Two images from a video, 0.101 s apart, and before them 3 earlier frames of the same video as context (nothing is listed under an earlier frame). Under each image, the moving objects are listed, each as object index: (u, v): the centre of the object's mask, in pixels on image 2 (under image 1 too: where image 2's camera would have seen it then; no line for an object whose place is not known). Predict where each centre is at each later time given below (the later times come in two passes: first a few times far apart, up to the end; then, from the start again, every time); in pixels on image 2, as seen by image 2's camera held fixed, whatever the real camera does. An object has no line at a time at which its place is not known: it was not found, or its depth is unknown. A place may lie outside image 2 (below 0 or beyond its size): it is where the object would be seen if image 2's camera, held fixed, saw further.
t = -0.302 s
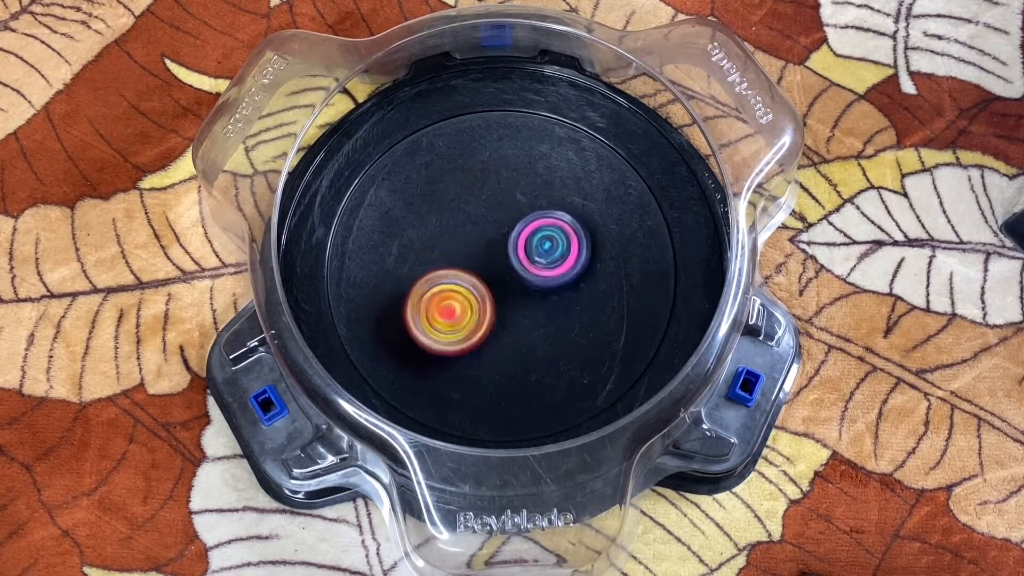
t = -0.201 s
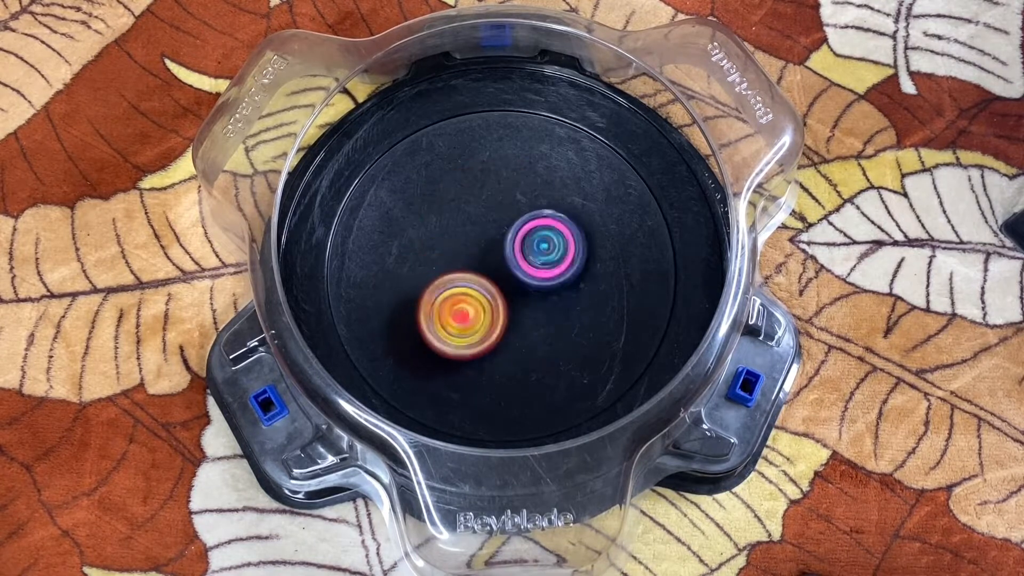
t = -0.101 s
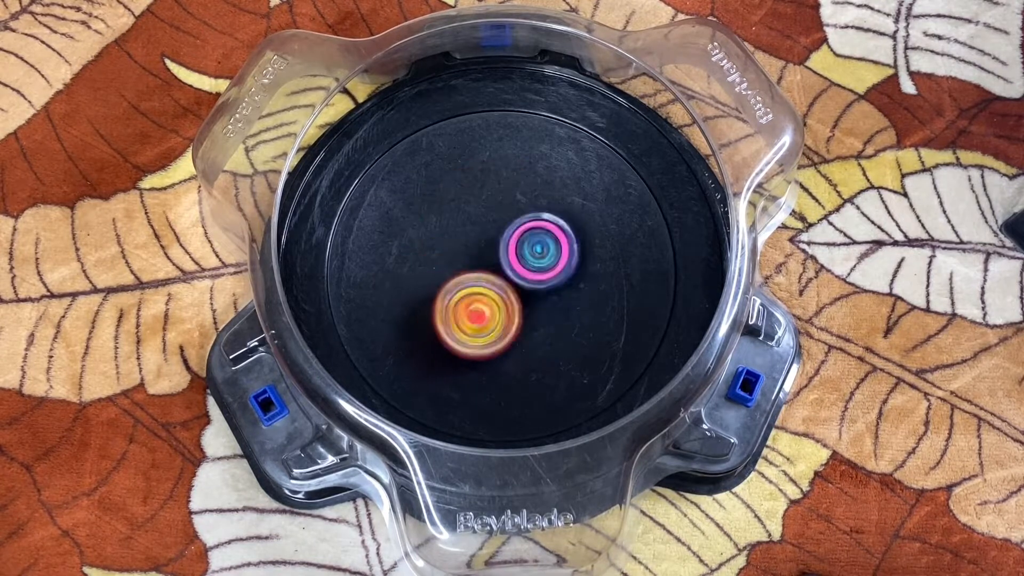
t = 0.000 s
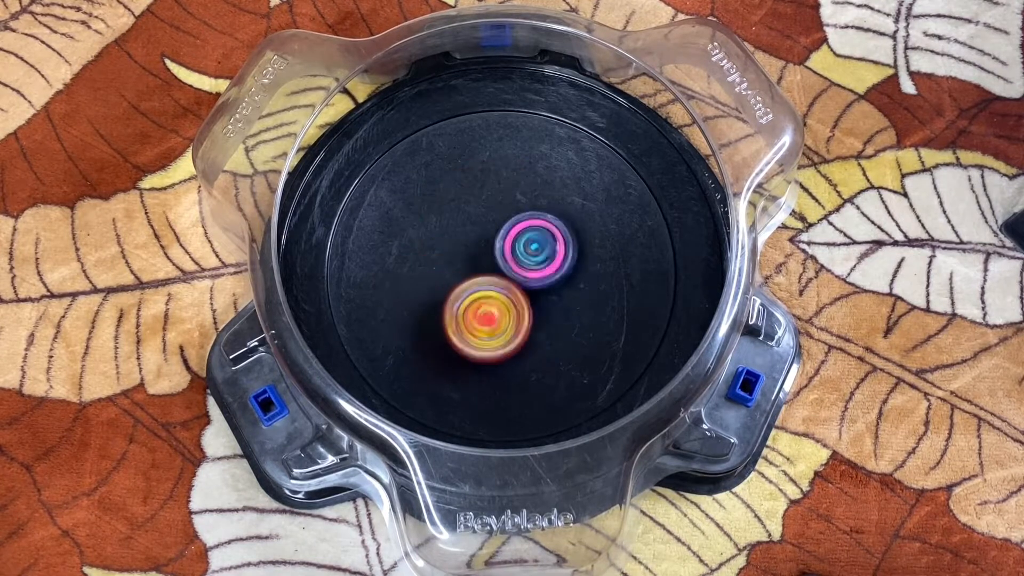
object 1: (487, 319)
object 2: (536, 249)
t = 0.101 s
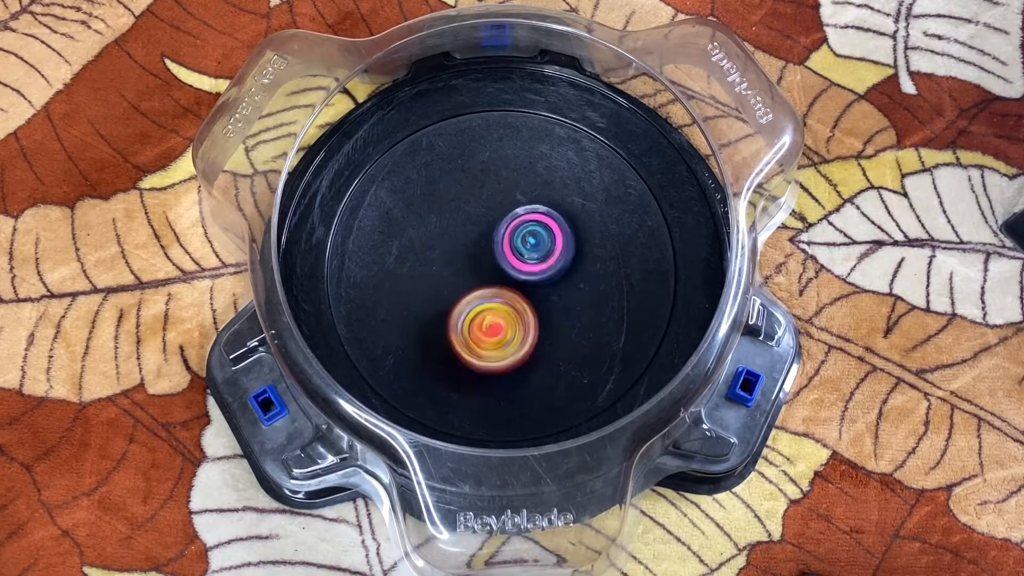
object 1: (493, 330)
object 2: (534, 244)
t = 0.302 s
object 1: (509, 338)
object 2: (529, 241)
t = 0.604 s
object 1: (531, 319)
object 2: (512, 240)
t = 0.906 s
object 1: (544, 313)
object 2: (488, 243)
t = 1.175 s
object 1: (542, 302)
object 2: (471, 253)
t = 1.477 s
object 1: (555, 296)
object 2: (459, 264)
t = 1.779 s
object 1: (555, 278)
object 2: (466, 274)
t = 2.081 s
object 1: (570, 255)
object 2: (477, 274)
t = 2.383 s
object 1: (572, 234)
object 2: (486, 267)
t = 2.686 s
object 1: (567, 231)
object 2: (482, 263)
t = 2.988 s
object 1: (566, 247)
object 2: (479, 270)
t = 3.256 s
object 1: (571, 264)
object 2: (480, 279)
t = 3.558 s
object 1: (577, 271)
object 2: (481, 279)
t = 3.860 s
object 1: (576, 266)
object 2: (474, 274)
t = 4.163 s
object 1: (568, 252)
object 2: (469, 267)
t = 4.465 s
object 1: (560, 244)
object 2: (468, 271)
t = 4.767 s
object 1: (563, 242)
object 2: (474, 274)
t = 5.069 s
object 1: (581, 243)
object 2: (473, 274)
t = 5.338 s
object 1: (564, 253)
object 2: (476, 273)
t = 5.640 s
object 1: (564, 257)
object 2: (468, 272)
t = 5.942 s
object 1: (560, 262)
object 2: (466, 269)
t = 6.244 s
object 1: (558, 263)
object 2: (466, 268)
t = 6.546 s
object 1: (564, 262)
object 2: (465, 266)
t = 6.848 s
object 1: (573, 263)
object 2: (462, 265)
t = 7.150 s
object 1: (555, 262)
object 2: (465, 265)
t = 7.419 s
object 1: (555, 257)
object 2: (464, 258)
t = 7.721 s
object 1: (561, 262)
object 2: (469, 257)
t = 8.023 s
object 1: (559, 270)
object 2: (464, 261)
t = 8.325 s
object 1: (555, 272)
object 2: (464, 256)
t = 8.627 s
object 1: (543, 271)
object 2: (460, 248)
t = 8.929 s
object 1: (550, 280)
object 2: (464, 244)
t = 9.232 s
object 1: (549, 290)
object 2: (470, 251)
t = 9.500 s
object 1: (543, 295)
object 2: (462, 250)
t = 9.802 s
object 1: (541, 288)
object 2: (470, 242)
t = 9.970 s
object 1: (546, 294)
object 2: (481, 240)
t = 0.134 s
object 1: (495, 333)
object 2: (535, 243)
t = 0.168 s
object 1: (498, 335)
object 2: (534, 242)
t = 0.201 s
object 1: (501, 337)
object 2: (533, 241)
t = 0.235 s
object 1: (504, 337)
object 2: (532, 240)
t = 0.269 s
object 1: (506, 338)
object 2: (530, 240)
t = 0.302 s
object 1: (509, 338)
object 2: (529, 241)
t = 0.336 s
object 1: (513, 336)
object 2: (527, 241)
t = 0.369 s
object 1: (516, 334)
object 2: (526, 242)
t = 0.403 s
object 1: (519, 332)
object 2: (524, 243)
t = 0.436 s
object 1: (522, 328)
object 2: (522, 243)
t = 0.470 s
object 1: (524, 325)
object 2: (520, 244)
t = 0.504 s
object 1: (526, 325)
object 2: (518, 241)
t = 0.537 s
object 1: (527, 324)
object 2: (515, 240)
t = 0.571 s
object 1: (531, 320)
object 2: (513, 242)
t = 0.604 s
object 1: (531, 319)
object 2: (512, 240)
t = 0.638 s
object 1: (532, 319)
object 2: (508, 239)
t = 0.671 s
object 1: (534, 316)
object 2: (506, 240)
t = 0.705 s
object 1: (535, 316)
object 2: (504, 240)
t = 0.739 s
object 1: (537, 315)
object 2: (500, 239)
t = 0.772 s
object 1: (538, 316)
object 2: (497, 238)
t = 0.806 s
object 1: (541, 316)
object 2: (495, 240)
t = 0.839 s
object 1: (542, 315)
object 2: (493, 240)
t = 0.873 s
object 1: (543, 315)
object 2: (490, 241)
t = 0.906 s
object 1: (544, 313)
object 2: (488, 243)
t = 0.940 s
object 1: (544, 312)
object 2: (486, 244)
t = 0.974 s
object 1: (544, 310)
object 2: (484, 245)
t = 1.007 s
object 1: (543, 309)
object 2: (483, 247)
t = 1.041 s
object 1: (543, 307)
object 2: (481, 249)
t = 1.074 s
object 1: (542, 305)
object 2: (479, 250)
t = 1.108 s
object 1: (541, 304)
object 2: (475, 251)
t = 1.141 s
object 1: (542, 304)
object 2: (473, 252)
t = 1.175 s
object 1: (542, 302)
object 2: (471, 253)
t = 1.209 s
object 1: (543, 302)
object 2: (471, 255)
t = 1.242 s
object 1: (543, 300)
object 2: (470, 256)
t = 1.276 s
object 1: (544, 300)
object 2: (468, 258)
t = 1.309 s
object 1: (544, 299)
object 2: (468, 260)
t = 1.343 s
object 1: (548, 300)
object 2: (465, 261)
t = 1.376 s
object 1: (550, 301)
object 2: (461, 262)
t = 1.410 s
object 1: (552, 298)
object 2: (461, 263)
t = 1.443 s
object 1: (554, 298)
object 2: (460, 263)
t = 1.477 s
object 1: (555, 296)
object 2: (459, 264)
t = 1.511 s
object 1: (556, 295)
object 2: (459, 266)
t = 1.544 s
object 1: (556, 293)
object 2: (459, 266)
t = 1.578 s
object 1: (556, 292)
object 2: (459, 268)
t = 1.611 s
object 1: (556, 290)
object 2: (461, 269)
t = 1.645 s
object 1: (554, 287)
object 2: (461, 270)
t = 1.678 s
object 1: (553, 285)
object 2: (463, 271)
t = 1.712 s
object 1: (552, 282)
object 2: (464, 272)
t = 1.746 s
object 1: (553, 281)
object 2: (464, 273)
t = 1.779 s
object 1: (555, 278)
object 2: (466, 274)
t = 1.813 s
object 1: (558, 277)
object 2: (466, 274)
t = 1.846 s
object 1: (560, 274)
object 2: (467, 276)
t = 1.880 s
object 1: (562, 271)
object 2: (469, 276)
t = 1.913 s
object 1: (565, 269)
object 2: (470, 275)
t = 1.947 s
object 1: (565, 266)
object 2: (472, 276)
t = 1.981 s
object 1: (567, 264)
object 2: (474, 275)
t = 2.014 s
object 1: (567, 260)
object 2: (476, 275)
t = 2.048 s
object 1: (566, 258)
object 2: (478, 275)
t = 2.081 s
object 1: (570, 255)
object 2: (477, 274)
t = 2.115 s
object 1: (573, 251)
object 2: (478, 274)
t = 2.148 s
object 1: (575, 249)
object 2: (481, 272)
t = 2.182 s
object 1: (574, 245)
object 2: (481, 271)
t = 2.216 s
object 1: (574, 243)
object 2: (483, 270)
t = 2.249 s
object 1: (574, 240)
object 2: (484, 269)
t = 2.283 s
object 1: (573, 238)
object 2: (485, 268)
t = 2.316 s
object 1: (571, 236)
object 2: (487, 267)
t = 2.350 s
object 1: (573, 235)
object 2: (486, 266)
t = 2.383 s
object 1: (572, 234)
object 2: (486, 267)
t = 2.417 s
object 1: (573, 231)
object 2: (485, 265)
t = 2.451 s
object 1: (574, 231)
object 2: (484, 265)
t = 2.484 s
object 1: (574, 228)
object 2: (485, 264)
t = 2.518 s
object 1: (574, 228)
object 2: (484, 263)
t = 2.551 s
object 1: (572, 227)
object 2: (483, 263)
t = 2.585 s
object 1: (572, 227)
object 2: (484, 263)
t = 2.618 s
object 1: (569, 228)
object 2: (483, 262)
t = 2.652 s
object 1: (567, 229)
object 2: (483, 263)
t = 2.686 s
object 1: (567, 231)
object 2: (482, 263)
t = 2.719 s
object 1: (567, 233)
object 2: (481, 264)
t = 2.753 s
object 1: (566, 234)
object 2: (482, 264)
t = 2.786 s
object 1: (566, 236)
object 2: (480, 263)
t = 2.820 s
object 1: (566, 238)
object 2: (479, 265)
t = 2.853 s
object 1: (566, 239)
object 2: (479, 267)
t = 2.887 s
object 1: (567, 240)
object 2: (480, 266)
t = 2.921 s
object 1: (567, 242)
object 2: (478, 267)
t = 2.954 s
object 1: (565, 244)
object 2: (478, 269)
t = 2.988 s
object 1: (566, 247)
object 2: (479, 270)
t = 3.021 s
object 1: (566, 250)
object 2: (478, 271)
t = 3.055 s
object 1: (567, 253)
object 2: (478, 273)
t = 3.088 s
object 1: (568, 254)
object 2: (479, 272)
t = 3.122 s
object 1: (568, 256)
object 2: (478, 273)
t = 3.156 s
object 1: (568, 258)
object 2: (478, 275)
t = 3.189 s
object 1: (570, 261)
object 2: (479, 276)
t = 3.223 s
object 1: (571, 263)
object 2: (478, 277)
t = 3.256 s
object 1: (571, 264)
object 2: (480, 279)
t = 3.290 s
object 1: (573, 264)
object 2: (481, 278)
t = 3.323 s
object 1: (572, 267)
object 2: (481, 279)
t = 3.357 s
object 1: (573, 267)
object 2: (481, 280)
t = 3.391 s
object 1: (577, 269)
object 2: (479, 281)
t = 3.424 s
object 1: (579, 269)
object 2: (480, 281)
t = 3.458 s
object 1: (580, 270)
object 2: (480, 280)
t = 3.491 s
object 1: (579, 270)
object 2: (479, 280)
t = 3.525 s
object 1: (579, 271)
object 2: (480, 281)
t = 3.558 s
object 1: (577, 271)
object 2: (481, 279)
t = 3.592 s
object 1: (575, 272)
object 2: (480, 279)
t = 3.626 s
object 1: (572, 271)
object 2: (481, 279)
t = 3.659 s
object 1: (573, 272)
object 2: (481, 279)
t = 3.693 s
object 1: (574, 271)
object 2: (481, 278)
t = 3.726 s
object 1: (572, 270)
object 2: (481, 277)
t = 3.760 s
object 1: (572, 269)
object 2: (480, 276)
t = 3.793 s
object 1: (571, 268)
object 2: (481, 276)
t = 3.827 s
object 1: (572, 267)
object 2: (478, 274)
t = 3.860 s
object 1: (576, 266)
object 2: (474, 274)
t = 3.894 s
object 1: (579, 264)
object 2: (473, 273)
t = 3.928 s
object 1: (580, 263)
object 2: (472, 272)
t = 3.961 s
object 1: (579, 261)
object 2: (470, 270)
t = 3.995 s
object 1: (580, 259)
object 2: (469, 271)
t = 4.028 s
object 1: (578, 258)
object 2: (470, 269)
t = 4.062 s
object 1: (577, 256)
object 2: (468, 269)
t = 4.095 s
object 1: (575, 255)
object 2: (469, 269)
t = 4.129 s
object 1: (571, 253)
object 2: (469, 268)
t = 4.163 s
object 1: (568, 252)
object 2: (469, 267)
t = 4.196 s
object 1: (565, 251)
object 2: (469, 267)
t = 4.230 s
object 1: (560, 251)
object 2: (471, 267)
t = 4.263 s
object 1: (558, 250)
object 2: (470, 267)
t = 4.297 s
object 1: (557, 251)
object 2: (470, 268)
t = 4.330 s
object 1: (558, 250)
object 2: (470, 269)
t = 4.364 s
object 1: (557, 249)
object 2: (470, 269)
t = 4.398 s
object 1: (559, 246)
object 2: (469, 268)
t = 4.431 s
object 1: (562, 246)
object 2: (467, 270)
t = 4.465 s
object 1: (560, 244)
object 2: (468, 271)
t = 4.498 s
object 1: (561, 241)
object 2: (469, 269)
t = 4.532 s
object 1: (562, 242)
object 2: (468, 270)
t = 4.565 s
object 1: (560, 241)
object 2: (470, 271)
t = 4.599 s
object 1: (561, 240)
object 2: (471, 272)
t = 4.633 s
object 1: (559, 241)
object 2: (473, 271)
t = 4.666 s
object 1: (558, 240)
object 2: (473, 271)
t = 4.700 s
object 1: (559, 241)
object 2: (473, 272)
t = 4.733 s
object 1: (563, 243)
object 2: (472, 273)
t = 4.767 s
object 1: (563, 242)
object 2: (474, 274)
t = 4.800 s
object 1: (564, 241)
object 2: (475, 273)
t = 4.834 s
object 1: (566, 241)
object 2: (474, 273)
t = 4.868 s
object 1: (565, 242)
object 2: (477, 274)
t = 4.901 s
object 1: (564, 241)
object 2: (479, 272)
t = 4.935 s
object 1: (565, 243)
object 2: (479, 273)
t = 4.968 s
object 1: (573, 245)
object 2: (473, 275)
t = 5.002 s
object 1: (575, 245)
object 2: (472, 276)
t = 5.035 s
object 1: (577, 243)
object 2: (473, 276)
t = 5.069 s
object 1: (581, 243)
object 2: (473, 274)
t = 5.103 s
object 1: (581, 244)
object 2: (471, 275)
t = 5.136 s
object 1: (579, 244)
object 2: (473, 276)
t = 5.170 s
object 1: (579, 246)
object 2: (473, 275)
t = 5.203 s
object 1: (577, 247)
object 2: (474, 274)
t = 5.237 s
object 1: (575, 248)
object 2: (474, 274)
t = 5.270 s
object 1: (572, 249)
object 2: (476, 274)
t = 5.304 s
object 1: (568, 251)
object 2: (476, 273)
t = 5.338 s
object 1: (564, 253)
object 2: (476, 273)
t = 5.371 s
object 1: (566, 255)
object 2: (474, 274)
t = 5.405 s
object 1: (563, 257)
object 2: (474, 274)
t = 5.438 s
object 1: (565, 257)
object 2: (471, 274)
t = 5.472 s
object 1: (567, 258)
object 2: (470, 274)
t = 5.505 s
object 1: (565, 259)
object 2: (470, 274)
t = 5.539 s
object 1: (566, 256)
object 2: (470, 272)
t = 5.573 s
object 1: (569, 257)
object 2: (468, 272)
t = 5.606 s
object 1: (566, 258)
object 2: (467, 272)
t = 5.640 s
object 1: (564, 257)
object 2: (468, 272)
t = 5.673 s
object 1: (563, 257)
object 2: (469, 271)
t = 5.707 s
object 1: (559, 258)
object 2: (468, 270)
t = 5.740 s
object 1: (557, 257)
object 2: (468, 270)
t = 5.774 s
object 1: (557, 258)
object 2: (468, 270)
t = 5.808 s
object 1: (556, 260)
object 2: (468, 271)
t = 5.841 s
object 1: (559, 264)
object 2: (465, 271)
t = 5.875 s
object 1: (557, 263)
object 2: (466, 272)
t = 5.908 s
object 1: (559, 261)
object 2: (467, 270)
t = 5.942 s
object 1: (560, 262)
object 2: (466, 269)
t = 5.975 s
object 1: (559, 262)
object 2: (464, 270)
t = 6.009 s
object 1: (558, 261)
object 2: (465, 271)
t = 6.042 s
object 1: (558, 262)
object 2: (467, 269)
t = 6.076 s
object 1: (557, 263)
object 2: (466, 268)
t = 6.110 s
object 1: (555, 262)
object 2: (465, 268)
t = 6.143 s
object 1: (555, 263)
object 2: (465, 269)
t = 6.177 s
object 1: (560, 265)
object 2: (464, 269)
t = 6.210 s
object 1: (559, 266)
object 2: (465, 269)
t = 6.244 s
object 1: (558, 263)
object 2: (466, 268)
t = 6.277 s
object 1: (561, 261)
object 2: (465, 267)
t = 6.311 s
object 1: (563, 263)
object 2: (465, 267)
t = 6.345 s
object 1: (560, 263)
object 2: (466, 268)
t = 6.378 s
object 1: (557, 261)
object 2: (467, 268)
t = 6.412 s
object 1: (558, 260)
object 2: (468, 266)
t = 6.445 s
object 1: (559, 261)
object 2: (468, 266)
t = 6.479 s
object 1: (561, 265)
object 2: (466, 265)
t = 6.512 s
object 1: (558, 265)
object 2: (467, 266)
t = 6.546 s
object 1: (564, 262)
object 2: (465, 266)
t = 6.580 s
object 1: (572, 263)
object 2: (461, 267)
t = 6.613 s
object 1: (572, 265)
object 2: (461, 267)
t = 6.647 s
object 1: (573, 262)
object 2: (462, 267)
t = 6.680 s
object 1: (576, 261)
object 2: (460, 265)
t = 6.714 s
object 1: (579, 262)
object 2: (458, 266)
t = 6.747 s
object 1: (577, 263)
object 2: (458, 267)
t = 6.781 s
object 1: (574, 262)
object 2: (459, 267)
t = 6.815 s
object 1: (575, 262)
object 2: (461, 267)
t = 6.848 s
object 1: (573, 263)
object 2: (462, 265)
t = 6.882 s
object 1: (569, 263)
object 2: (462, 266)
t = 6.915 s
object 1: (566, 263)
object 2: (463, 266)
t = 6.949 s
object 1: (562, 263)
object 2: (465, 266)
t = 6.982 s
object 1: (557, 262)
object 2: (468, 265)
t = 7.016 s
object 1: (557, 262)
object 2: (466, 263)
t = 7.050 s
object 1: (554, 263)
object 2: (465, 264)
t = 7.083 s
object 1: (554, 264)
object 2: (464, 267)
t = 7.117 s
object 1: (554, 263)
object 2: (465, 267)
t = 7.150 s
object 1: (555, 262)
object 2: (465, 265)
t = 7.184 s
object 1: (557, 261)
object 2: (465, 263)
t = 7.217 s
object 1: (559, 260)
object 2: (463, 261)
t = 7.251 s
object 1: (559, 260)
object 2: (462, 262)
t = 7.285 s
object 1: (558, 259)
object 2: (463, 263)
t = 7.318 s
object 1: (558, 257)
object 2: (465, 260)
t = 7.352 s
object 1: (560, 257)
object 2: (464, 258)
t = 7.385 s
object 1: (559, 258)
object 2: (464, 258)
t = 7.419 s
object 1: (555, 257)
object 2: (464, 258)
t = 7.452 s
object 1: (556, 255)
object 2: (465, 259)
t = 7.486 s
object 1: (556, 256)
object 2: (467, 258)
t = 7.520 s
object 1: (556, 258)
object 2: (468, 256)
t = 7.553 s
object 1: (557, 260)
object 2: (466, 257)
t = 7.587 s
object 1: (555, 261)
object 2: (465, 258)
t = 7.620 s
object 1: (558, 262)
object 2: (465, 261)
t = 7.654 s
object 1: (560, 262)
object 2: (468, 262)
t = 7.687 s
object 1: (561, 263)
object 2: (470, 260)
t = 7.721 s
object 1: (561, 262)
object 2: (469, 257)
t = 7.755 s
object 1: (561, 263)
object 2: (467, 256)
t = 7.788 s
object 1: (561, 263)
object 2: (465, 258)
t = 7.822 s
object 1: (560, 264)
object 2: (468, 261)
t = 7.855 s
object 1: (557, 264)
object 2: (471, 259)
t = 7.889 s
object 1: (560, 264)
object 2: (471, 257)
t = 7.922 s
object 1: (560, 268)
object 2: (470, 255)
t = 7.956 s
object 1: (557, 269)
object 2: (468, 255)
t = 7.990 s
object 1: (558, 269)
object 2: (463, 259)
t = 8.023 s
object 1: (559, 270)
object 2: (464, 261)
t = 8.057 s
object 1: (558, 269)
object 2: (469, 261)
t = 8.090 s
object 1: (557, 268)
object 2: (472, 257)
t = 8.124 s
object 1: (558, 268)
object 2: (471, 254)
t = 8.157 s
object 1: (557, 269)
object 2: (469, 253)
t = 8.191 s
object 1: (555, 269)
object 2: (468, 254)
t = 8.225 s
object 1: (560, 272)
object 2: (461, 255)
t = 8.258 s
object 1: (560, 277)
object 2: (460, 258)
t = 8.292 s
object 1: (556, 276)
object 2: (462, 258)
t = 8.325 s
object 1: (555, 272)
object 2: (464, 256)
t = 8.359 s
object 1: (558, 272)
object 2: (465, 253)
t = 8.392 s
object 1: (559, 273)
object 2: (464, 251)
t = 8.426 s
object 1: (552, 273)
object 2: (462, 249)
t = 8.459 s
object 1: (550, 271)
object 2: (463, 250)
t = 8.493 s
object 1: (550, 270)
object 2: (463, 250)
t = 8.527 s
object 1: (550, 270)
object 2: (464, 250)
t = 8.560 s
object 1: (547, 272)
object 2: (464, 249)
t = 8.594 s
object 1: (545, 272)
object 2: (461, 248)
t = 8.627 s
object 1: (543, 271)
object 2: (460, 248)
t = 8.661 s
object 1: (549, 274)
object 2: (457, 248)
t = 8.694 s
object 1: (551, 278)
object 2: (457, 244)
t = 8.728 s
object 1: (549, 279)
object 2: (457, 241)
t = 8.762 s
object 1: (550, 277)
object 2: (455, 240)
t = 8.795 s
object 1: (553, 274)
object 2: (455, 240)
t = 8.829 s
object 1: (558, 275)
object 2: (457, 241)
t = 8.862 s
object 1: (559, 279)
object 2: (461, 241)
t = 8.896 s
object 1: (554, 281)
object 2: (463, 241)
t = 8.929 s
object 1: (550, 280)
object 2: (464, 244)
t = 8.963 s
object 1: (550, 277)
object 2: (466, 245)
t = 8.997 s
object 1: (552, 276)
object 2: (469, 247)
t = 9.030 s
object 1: (552, 279)
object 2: (471, 245)
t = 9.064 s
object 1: (552, 283)
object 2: (472, 247)
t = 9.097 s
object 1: (547, 285)
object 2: (471, 250)
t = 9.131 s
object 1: (549, 290)
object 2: (468, 252)
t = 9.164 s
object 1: (547, 293)
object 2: (466, 252)
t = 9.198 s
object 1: (546, 292)
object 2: (468, 252)
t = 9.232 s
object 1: (549, 290)
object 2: (470, 251)
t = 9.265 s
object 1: (552, 292)
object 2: (473, 249)
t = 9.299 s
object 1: (552, 295)
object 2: (477, 249)
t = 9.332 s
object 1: (549, 297)
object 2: (478, 249)
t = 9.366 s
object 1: (544, 297)
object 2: (473, 251)
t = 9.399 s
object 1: (542, 295)
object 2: (469, 254)
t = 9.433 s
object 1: (543, 295)
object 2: (465, 255)
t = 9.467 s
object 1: (544, 295)
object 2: (460, 254)
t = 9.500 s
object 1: (543, 295)
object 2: (462, 250)
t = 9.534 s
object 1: (539, 295)
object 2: (463, 249)
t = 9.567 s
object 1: (536, 292)
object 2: (466, 248)
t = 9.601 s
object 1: (533, 288)
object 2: (468, 247)
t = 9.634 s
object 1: (533, 284)
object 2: (469, 244)
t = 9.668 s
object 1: (541, 285)
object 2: (470, 244)
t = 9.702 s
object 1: (544, 287)
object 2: (468, 245)
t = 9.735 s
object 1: (544, 287)
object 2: (468, 244)
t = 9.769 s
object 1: (541, 287)
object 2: (469, 243)
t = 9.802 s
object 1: (541, 288)
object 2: (470, 242)
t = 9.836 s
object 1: (541, 290)
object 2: (472, 242)
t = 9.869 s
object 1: (543, 291)
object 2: (470, 241)
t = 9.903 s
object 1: (544, 292)
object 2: (471, 239)
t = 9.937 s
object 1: (546, 293)
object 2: (475, 241)
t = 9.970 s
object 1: (546, 294)
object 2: (481, 240)
